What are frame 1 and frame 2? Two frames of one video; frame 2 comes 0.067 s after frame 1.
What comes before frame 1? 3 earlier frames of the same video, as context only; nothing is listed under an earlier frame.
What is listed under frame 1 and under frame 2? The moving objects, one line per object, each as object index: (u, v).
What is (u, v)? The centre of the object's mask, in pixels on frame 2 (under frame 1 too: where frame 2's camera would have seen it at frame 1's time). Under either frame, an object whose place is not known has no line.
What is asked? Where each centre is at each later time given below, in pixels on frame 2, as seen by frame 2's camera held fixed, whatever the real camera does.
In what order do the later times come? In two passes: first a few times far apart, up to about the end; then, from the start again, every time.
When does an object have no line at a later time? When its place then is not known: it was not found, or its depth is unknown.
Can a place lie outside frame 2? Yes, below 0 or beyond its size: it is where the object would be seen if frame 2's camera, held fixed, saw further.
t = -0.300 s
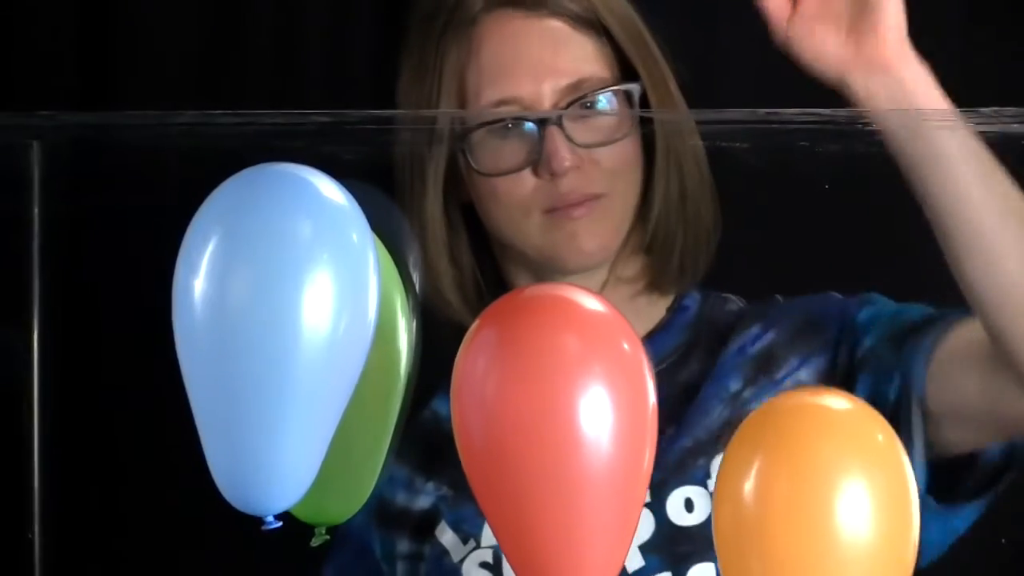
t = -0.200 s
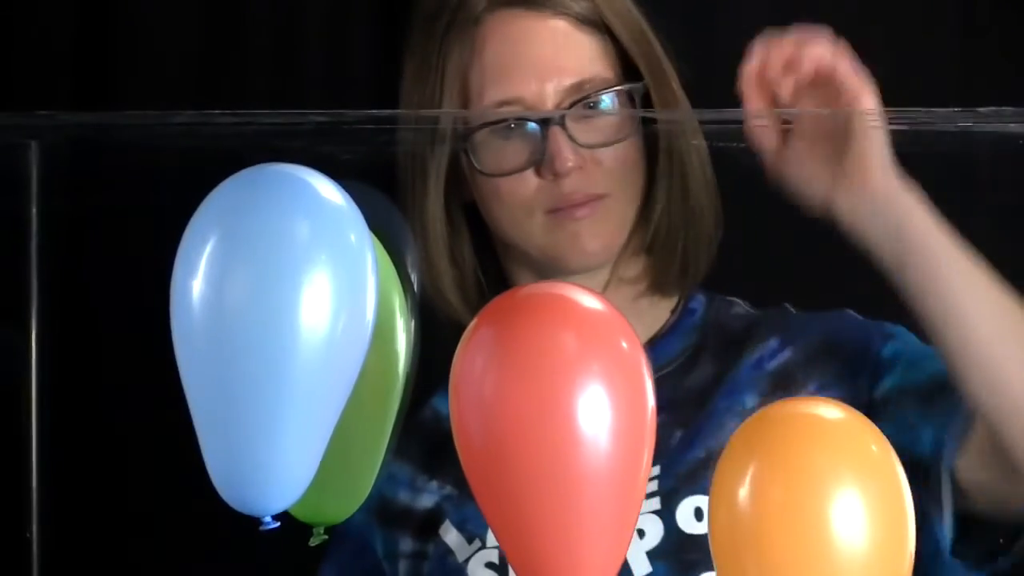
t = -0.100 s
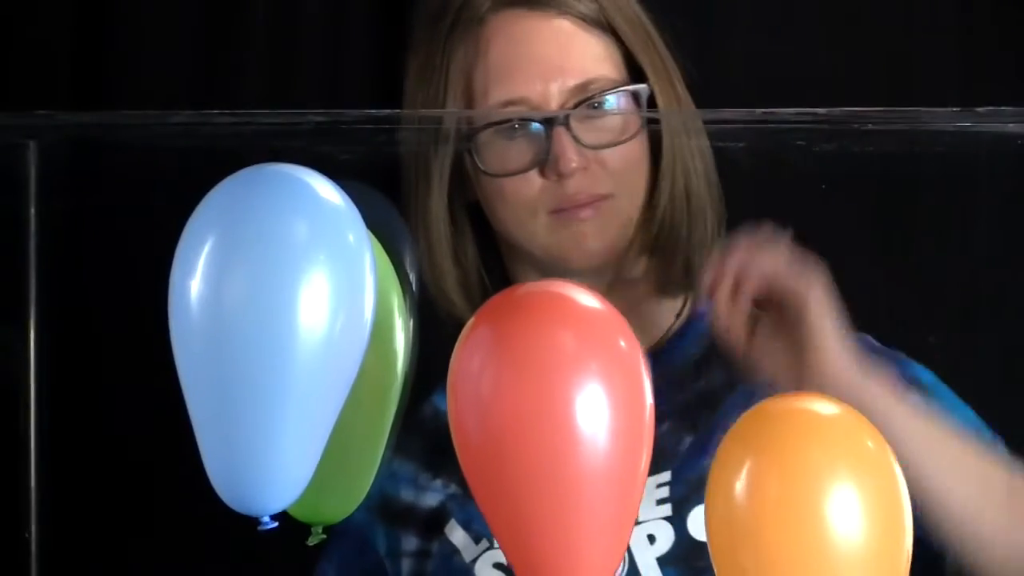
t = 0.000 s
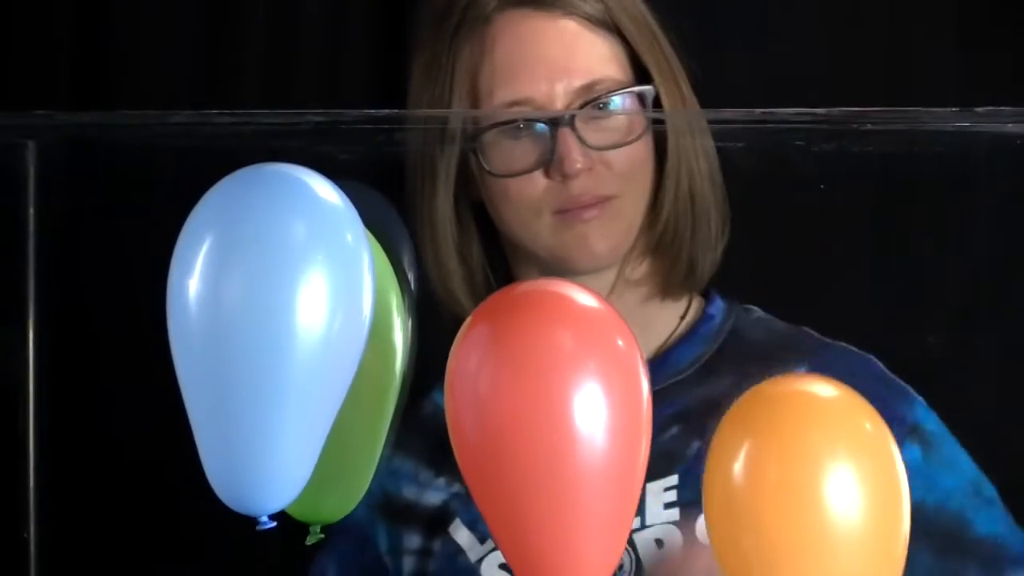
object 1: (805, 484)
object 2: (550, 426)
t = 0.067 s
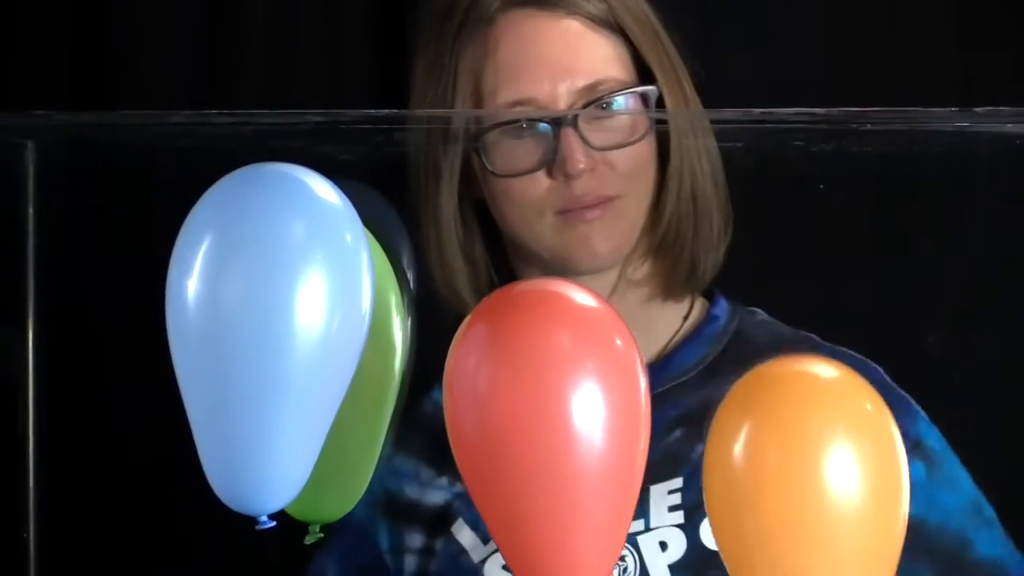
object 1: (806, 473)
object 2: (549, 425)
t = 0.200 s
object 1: (808, 440)
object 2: (547, 425)
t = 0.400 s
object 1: (807, 346)
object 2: (542, 426)
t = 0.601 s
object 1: (808, 223)
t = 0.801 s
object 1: (805, 147)
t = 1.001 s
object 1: (804, 149)
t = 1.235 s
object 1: (806, 250)
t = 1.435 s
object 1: (809, 332)
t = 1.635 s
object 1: (809, 389)
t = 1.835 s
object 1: (808, 394)
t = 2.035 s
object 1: (807, 356)
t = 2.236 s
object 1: (804, 292)
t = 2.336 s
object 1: (801, 261)
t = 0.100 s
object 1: (807, 467)
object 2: (549, 425)
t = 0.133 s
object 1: (807, 459)
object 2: (548, 425)
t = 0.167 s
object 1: (808, 450)
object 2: (548, 425)
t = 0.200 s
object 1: (808, 440)
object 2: (547, 425)
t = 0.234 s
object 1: (808, 429)
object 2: (546, 425)
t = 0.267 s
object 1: (808, 417)
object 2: (545, 425)
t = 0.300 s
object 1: (807, 403)
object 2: (544, 425)
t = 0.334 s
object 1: (807, 385)
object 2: (544, 426)
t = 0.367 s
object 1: (807, 367)
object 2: (543, 426)
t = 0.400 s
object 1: (807, 346)
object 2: (542, 426)
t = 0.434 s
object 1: (807, 325)
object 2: (541, 427)
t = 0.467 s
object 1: (807, 303)
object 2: (541, 427)
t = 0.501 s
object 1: (807, 283)
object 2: (540, 427)
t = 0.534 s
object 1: (807, 264)
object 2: (539, 428)
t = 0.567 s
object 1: (808, 243)
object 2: (539, 428)
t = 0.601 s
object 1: (808, 223)
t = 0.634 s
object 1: (807, 205)
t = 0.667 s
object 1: (807, 189)
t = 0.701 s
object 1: (806, 175)
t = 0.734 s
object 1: (806, 162)
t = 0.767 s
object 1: (805, 153)
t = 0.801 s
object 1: (805, 147)
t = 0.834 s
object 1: (804, 143)
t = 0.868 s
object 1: (804, 141)
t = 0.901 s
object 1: (804, 141)
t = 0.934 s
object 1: (804, 142)
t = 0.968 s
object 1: (804, 145)
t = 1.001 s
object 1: (804, 149)
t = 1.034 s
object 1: (804, 156)
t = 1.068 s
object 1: (804, 166)
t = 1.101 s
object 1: (804, 178)
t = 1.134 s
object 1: (804, 192)
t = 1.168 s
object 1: (805, 234)
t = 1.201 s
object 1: (806, 242)
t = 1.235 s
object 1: (806, 250)
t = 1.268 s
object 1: (807, 264)
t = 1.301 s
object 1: (808, 275)
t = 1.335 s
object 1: (808, 288)
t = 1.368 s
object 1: (808, 303)
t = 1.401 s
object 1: (809, 326)
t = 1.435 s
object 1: (809, 332)
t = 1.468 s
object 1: (809, 346)
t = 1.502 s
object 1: (809, 356)
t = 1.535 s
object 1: (809, 366)
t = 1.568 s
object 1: (809, 376)
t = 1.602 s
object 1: (809, 384)
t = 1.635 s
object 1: (809, 389)
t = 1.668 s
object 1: (809, 394)
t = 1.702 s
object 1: (809, 397)
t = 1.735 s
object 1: (809, 398)
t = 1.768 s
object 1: (808, 398)
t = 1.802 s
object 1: (808, 397)
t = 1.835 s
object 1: (808, 394)
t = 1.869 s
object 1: (808, 392)
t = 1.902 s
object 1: (808, 386)
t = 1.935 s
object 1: (808, 380)
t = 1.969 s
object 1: (807, 373)
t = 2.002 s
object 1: (807, 365)
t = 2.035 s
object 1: (807, 356)
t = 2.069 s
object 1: (806, 347)
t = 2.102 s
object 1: (806, 337)
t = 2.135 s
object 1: (805, 326)
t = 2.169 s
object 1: (805, 315)
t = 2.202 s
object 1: (804, 303)
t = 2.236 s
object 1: (804, 292)
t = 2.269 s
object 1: (803, 280)
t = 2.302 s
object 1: (802, 270)
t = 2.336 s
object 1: (801, 261)
